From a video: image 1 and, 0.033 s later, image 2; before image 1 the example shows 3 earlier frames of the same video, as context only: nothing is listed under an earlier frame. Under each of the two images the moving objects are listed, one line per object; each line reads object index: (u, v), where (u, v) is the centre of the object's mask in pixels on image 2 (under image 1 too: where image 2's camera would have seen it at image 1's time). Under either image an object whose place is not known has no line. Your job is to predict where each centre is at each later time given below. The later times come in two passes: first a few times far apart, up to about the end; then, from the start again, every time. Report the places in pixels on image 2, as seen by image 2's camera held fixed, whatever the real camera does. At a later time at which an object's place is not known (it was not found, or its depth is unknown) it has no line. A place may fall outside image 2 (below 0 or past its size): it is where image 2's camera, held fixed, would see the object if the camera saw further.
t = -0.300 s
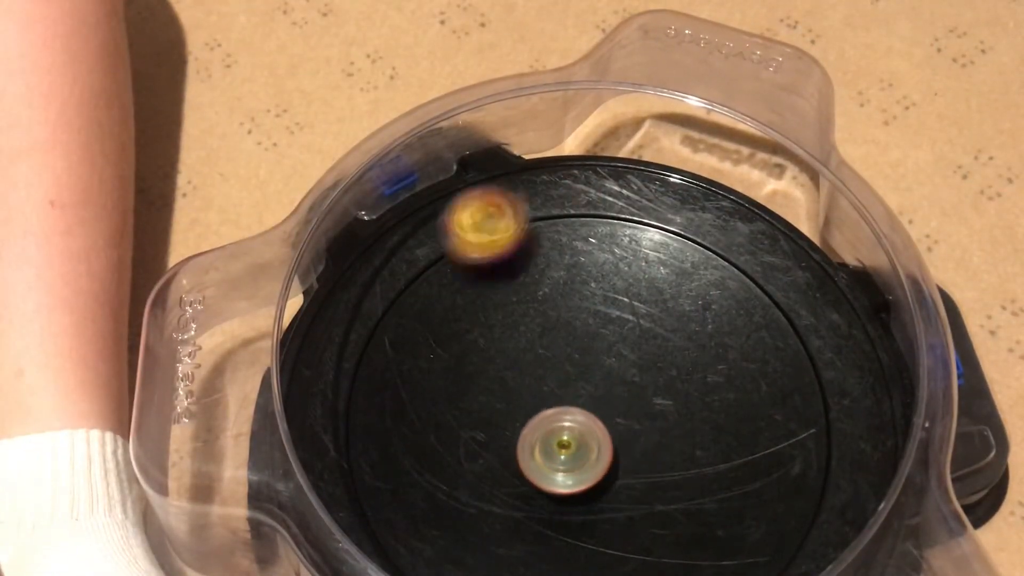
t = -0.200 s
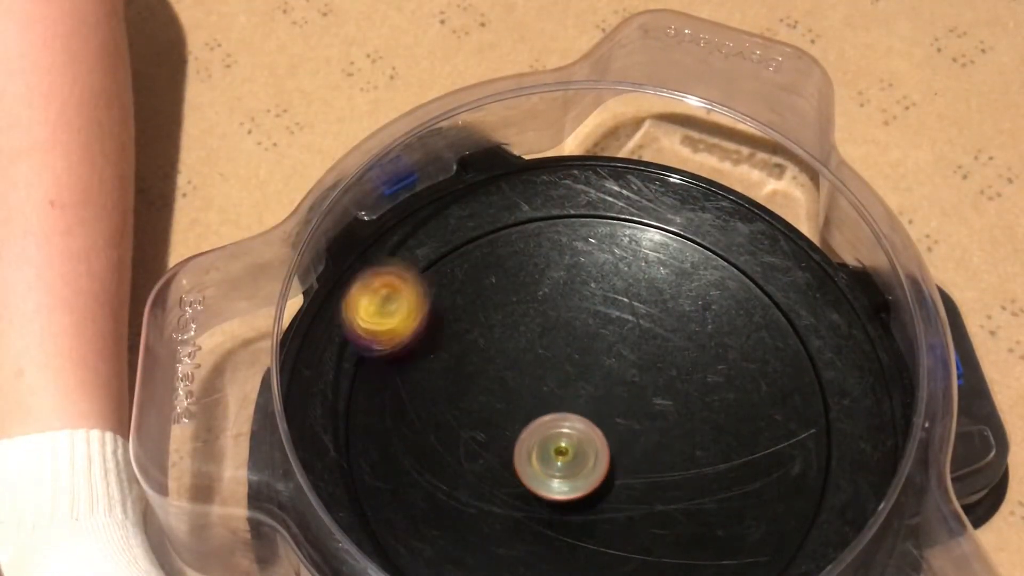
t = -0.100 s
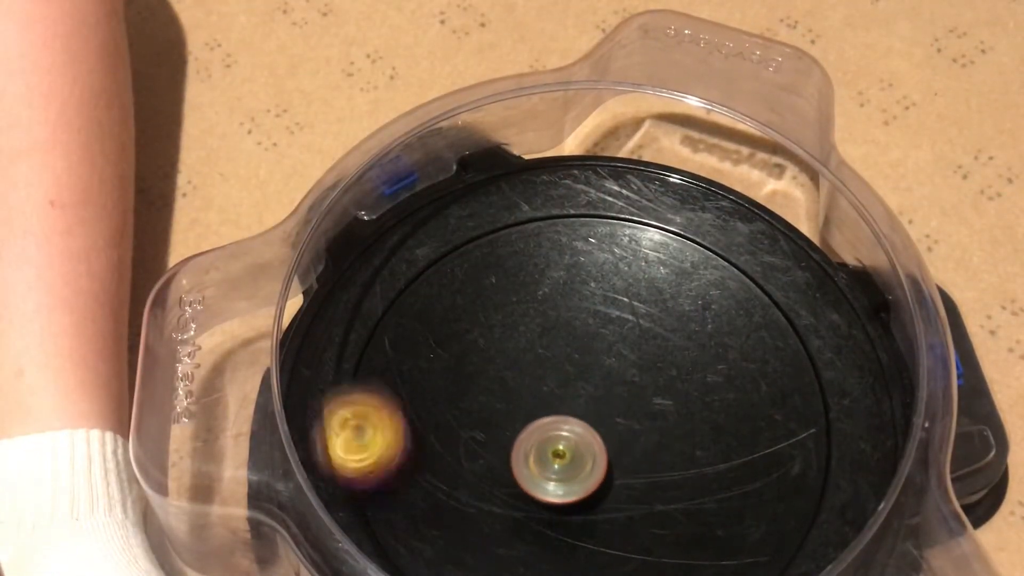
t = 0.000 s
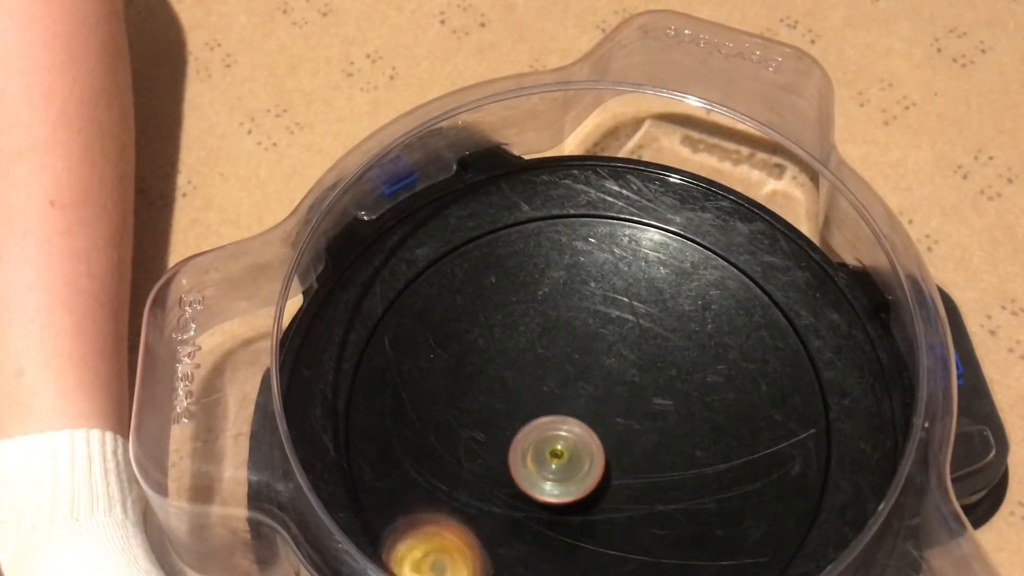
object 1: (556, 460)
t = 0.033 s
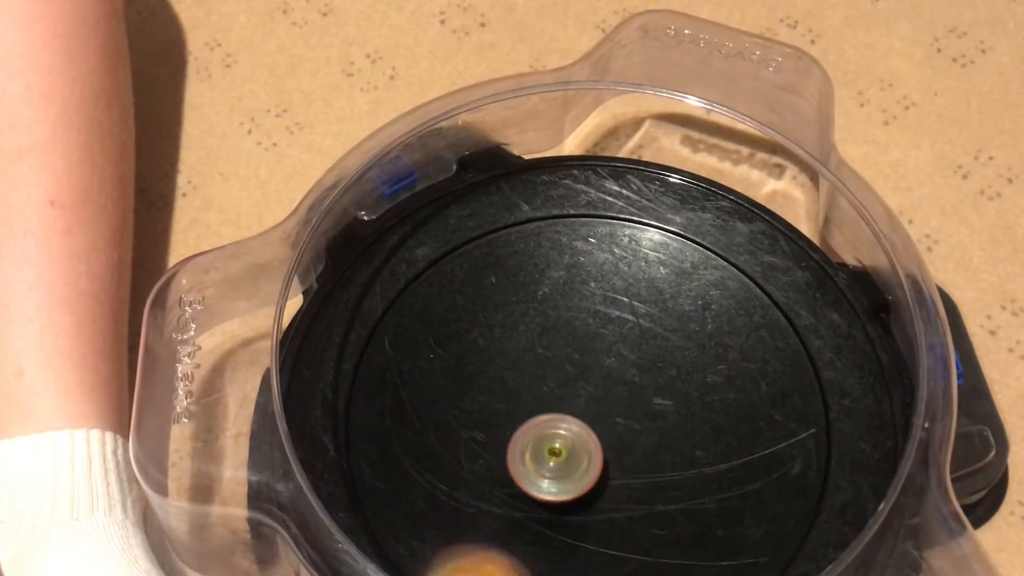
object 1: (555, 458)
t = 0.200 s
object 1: (545, 445)
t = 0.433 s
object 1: (539, 425)
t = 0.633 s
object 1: (532, 415)
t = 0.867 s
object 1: (532, 402)
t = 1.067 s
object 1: (545, 391)
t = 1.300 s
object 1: (552, 378)
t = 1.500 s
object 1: (558, 371)
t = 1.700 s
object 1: (563, 374)
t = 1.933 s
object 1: (577, 381)
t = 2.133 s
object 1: (598, 378)
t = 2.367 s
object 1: (603, 379)
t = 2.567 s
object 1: (592, 386)
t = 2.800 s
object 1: (601, 394)
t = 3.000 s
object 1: (615, 411)
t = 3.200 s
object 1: (626, 405)
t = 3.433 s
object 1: (596, 391)
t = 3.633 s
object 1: (535, 379)
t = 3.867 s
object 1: (496, 397)
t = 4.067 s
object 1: (521, 419)
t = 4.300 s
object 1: (530, 424)
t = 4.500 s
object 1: (516, 414)
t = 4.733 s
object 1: (520, 411)
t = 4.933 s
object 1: (515, 405)
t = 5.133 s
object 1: (507, 395)
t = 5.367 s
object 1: (529, 396)
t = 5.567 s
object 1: (534, 395)
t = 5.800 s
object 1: (537, 381)
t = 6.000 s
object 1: (551, 384)
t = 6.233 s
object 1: (525, 344)
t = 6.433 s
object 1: (530, 346)
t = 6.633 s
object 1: (544, 375)
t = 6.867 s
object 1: (531, 348)
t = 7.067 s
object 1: (544, 356)
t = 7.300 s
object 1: (563, 313)
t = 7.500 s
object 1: (568, 346)
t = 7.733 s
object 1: (601, 348)
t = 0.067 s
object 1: (553, 456)
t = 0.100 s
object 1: (551, 453)
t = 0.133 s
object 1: (549, 451)
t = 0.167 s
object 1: (547, 448)
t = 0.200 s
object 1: (545, 445)
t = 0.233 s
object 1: (543, 442)
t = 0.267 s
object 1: (542, 439)
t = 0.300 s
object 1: (542, 436)
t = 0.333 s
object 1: (541, 433)
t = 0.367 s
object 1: (541, 430)
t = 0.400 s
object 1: (540, 428)
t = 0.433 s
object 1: (539, 425)
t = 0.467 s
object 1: (538, 423)
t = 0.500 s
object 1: (537, 421)
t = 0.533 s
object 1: (536, 420)
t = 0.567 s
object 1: (534, 418)
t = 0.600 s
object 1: (533, 416)
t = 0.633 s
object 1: (532, 415)
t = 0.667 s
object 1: (531, 413)
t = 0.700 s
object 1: (529, 412)
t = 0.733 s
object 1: (529, 410)
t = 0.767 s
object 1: (528, 408)
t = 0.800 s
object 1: (529, 406)
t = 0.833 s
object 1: (530, 404)
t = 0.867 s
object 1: (532, 402)
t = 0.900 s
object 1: (534, 399)
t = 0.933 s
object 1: (537, 398)
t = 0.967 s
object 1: (539, 396)
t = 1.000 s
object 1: (541, 394)
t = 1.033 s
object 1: (543, 392)
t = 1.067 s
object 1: (545, 391)
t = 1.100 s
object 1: (547, 390)
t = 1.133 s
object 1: (548, 388)
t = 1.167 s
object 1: (550, 385)
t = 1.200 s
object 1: (550, 384)
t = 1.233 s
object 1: (550, 382)
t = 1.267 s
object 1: (551, 380)
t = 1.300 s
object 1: (552, 378)
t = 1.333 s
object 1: (553, 375)
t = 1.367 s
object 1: (554, 374)
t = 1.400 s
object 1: (554, 373)
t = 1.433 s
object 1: (556, 371)
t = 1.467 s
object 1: (557, 371)
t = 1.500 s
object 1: (558, 371)
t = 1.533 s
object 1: (559, 372)
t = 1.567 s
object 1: (560, 373)
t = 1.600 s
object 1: (560, 373)
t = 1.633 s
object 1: (561, 373)
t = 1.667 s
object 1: (562, 374)
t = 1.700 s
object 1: (563, 374)
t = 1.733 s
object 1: (563, 376)
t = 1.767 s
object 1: (564, 377)
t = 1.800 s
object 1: (566, 378)
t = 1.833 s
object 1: (568, 379)
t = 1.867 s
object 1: (570, 380)
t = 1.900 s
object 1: (574, 381)
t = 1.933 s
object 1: (577, 381)
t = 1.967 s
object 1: (581, 381)
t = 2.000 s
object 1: (584, 381)
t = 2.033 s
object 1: (588, 380)
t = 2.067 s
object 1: (592, 379)
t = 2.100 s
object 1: (595, 379)
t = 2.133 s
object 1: (598, 378)
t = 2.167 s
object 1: (600, 377)
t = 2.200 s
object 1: (601, 377)
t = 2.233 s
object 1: (603, 376)
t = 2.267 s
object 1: (604, 376)
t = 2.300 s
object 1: (605, 377)
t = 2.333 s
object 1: (604, 377)
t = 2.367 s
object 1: (603, 379)
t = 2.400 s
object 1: (601, 380)
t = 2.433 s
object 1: (599, 381)
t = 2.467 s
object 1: (597, 382)
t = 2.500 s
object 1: (595, 383)
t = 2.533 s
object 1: (593, 384)
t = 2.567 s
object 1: (592, 386)
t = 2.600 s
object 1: (592, 387)
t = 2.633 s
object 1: (592, 388)
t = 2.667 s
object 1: (593, 389)
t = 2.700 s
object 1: (595, 390)
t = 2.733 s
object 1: (596, 391)
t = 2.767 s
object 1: (599, 392)
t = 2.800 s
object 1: (601, 394)
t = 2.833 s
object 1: (604, 397)
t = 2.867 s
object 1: (607, 399)
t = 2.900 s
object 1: (610, 402)
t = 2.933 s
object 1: (612, 405)
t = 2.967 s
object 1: (614, 408)
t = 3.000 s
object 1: (615, 411)
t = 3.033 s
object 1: (616, 414)
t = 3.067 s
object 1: (617, 417)
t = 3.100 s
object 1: (617, 420)
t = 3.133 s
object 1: (621, 415)
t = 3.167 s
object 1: (624, 409)
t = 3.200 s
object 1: (626, 405)
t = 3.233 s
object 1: (627, 402)
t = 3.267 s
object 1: (626, 401)
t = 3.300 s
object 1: (624, 401)
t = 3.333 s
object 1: (621, 402)
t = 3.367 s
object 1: (615, 400)
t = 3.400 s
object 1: (606, 396)
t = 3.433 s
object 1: (596, 391)
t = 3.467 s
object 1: (587, 388)
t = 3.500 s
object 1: (576, 384)
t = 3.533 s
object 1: (566, 382)
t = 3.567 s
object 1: (556, 380)
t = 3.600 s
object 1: (544, 379)
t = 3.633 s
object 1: (535, 379)
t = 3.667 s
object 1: (528, 380)
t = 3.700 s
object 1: (514, 381)
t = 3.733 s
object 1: (504, 381)
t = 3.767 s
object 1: (498, 384)
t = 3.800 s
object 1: (495, 387)
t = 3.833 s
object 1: (495, 391)
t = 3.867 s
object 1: (496, 397)
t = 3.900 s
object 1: (498, 401)
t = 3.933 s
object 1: (501, 406)
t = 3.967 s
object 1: (506, 410)
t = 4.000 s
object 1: (510, 413)
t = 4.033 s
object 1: (516, 416)
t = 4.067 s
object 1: (521, 419)
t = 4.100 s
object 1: (521, 419)
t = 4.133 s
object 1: (520, 419)
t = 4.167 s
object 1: (521, 419)
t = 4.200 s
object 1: (523, 420)
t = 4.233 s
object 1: (525, 421)
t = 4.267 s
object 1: (528, 423)
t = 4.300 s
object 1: (530, 424)
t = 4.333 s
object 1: (533, 424)
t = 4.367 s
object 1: (530, 423)
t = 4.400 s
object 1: (521, 420)
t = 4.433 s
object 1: (517, 417)
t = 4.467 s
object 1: (516, 415)
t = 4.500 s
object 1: (516, 414)
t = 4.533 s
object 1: (518, 412)
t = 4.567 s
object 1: (520, 412)
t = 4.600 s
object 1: (524, 411)
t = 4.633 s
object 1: (528, 411)
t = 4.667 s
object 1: (532, 410)
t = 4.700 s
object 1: (530, 411)
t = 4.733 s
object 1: (520, 411)
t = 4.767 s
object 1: (512, 412)
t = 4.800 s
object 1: (508, 411)
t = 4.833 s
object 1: (507, 410)
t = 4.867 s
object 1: (509, 408)
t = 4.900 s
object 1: (512, 406)
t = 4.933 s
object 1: (515, 405)
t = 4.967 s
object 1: (520, 404)
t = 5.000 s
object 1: (526, 403)
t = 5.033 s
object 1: (528, 401)
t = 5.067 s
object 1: (519, 399)
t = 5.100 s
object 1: (511, 396)
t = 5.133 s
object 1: (507, 395)
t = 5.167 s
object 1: (507, 394)
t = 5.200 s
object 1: (508, 393)
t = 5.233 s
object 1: (512, 393)
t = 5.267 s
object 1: (515, 393)
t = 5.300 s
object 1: (520, 394)
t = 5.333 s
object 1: (524, 395)
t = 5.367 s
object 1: (529, 396)
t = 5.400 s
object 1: (534, 397)
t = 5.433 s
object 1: (538, 398)
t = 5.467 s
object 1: (541, 399)
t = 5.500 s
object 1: (536, 397)
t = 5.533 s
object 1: (534, 396)
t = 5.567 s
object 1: (534, 395)
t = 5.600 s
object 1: (534, 394)
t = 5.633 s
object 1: (536, 393)
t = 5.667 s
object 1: (539, 393)
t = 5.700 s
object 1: (542, 393)
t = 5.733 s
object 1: (543, 393)
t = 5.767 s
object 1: (539, 386)
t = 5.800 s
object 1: (537, 381)
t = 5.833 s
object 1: (538, 379)
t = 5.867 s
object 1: (540, 378)
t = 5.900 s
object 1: (543, 378)
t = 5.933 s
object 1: (546, 380)
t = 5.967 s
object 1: (548, 382)
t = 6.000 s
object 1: (551, 384)
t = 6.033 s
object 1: (553, 387)
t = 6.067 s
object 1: (555, 390)
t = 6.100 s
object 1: (557, 392)
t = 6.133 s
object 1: (554, 389)
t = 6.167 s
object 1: (542, 370)
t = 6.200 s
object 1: (532, 356)
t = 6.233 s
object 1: (525, 344)
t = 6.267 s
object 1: (522, 338)
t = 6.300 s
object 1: (521, 335)
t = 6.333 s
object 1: (522, 335)
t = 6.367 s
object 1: (524, 338)
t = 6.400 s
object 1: (527, 342)
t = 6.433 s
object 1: (530, 346)
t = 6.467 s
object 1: (533, 352)
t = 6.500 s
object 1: (535, 357)
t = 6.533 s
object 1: (538, 362)
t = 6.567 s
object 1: (540, 367)
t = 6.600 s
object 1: (542, 372)
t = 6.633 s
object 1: (544, 375)
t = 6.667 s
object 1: (536, 365)
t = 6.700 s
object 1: (530, 354)
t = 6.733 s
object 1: (526, 348)
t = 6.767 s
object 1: (525, 344)
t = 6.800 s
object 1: (526, 344)
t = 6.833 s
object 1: (528, 345)
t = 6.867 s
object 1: (531, 348)
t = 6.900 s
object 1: (533, 352)
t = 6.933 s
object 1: (535, 356)
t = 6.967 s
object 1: (538, 361)
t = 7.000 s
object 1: (540, 365)
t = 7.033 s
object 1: (542, 369)
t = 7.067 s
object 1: (544, 356)
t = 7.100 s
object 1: (546, 335)
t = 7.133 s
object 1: (550, 319)
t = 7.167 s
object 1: (553, 310)
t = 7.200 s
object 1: (557, 305)
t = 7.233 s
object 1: (560, 305)
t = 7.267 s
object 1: (562, 308)
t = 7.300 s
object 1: (563, 313)
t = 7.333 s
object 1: (564, 318)
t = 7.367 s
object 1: (565, 324)
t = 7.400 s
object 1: (566, 329)
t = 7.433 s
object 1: (566, 335)
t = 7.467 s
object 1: (567, 341)
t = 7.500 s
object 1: (568, 346)
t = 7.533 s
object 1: (571, 349)
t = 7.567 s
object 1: (581, 343)
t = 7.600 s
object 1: (589, 339)
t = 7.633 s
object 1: (595, 339)
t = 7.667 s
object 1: (598, 341)
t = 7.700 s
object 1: (600, 344)
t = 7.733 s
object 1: (601, 348)
